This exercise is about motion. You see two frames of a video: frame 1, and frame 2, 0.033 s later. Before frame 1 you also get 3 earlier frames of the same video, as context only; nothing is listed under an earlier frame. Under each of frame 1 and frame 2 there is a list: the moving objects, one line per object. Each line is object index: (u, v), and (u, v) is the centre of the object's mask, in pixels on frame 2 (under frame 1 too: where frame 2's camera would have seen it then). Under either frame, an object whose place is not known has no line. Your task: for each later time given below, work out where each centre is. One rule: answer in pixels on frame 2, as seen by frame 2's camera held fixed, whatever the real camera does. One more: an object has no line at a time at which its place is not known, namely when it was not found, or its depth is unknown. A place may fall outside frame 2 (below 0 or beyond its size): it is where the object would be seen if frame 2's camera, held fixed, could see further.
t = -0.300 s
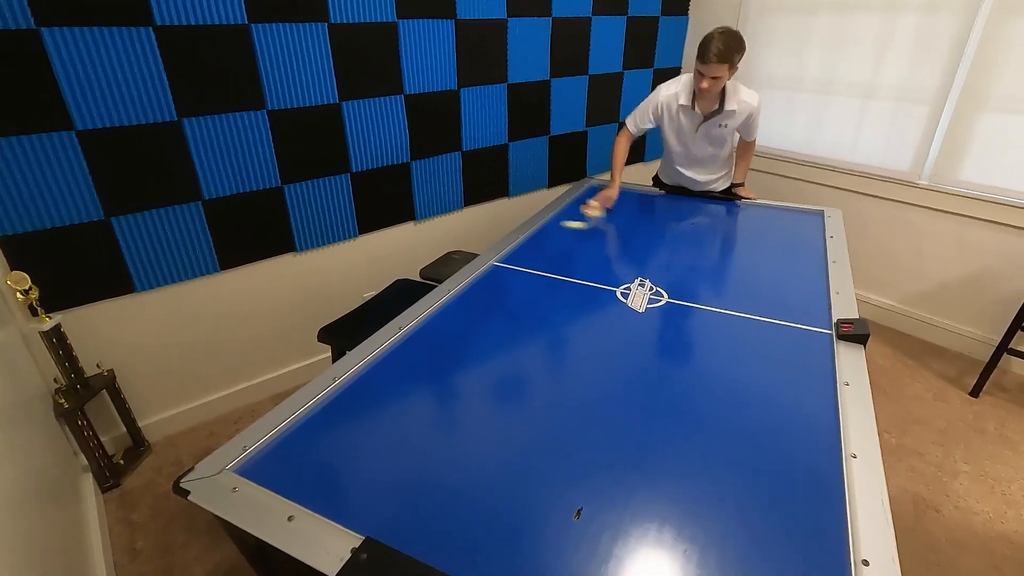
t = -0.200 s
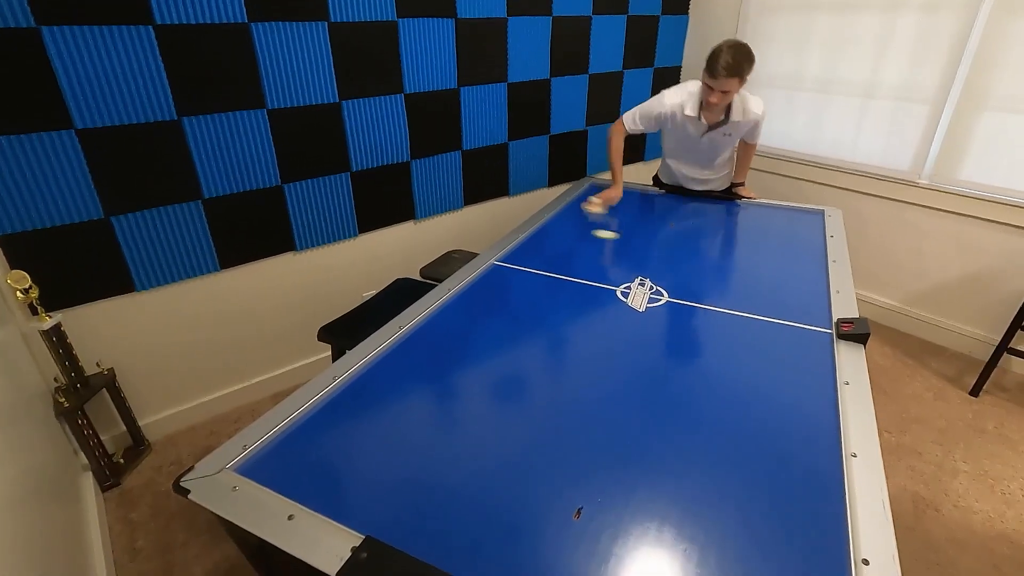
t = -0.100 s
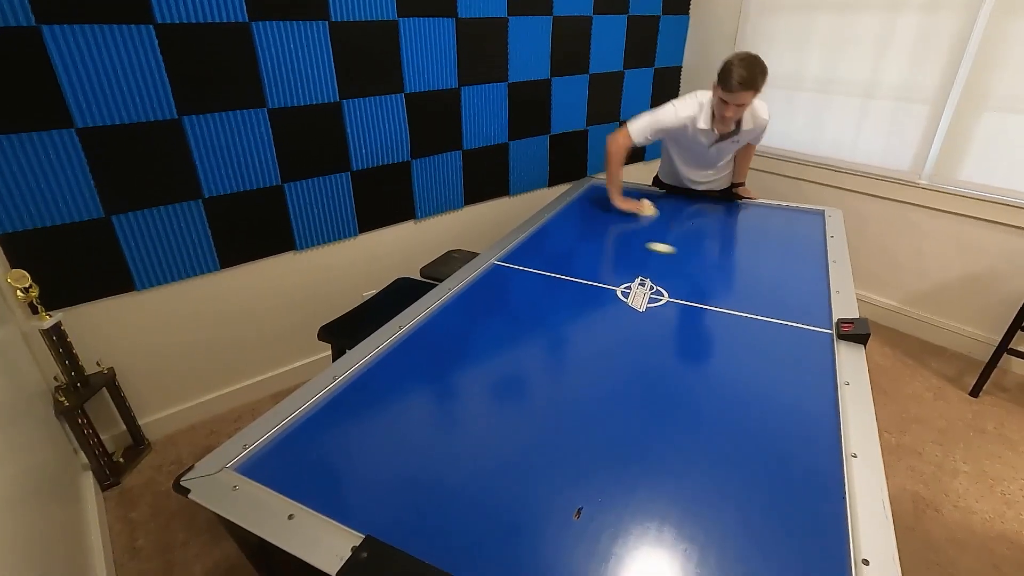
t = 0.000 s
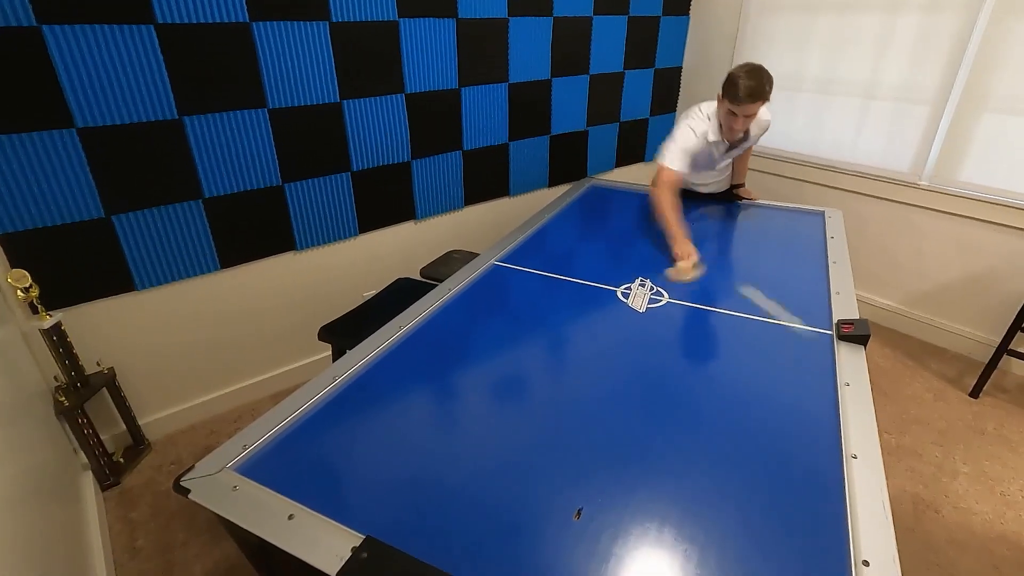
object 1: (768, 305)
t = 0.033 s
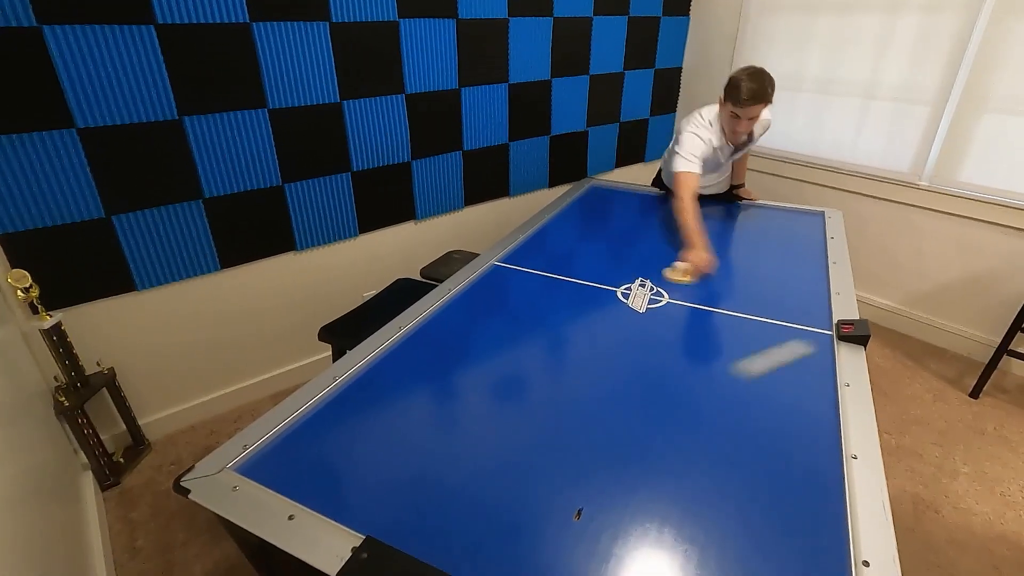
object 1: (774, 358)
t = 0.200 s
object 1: (446, 355)
